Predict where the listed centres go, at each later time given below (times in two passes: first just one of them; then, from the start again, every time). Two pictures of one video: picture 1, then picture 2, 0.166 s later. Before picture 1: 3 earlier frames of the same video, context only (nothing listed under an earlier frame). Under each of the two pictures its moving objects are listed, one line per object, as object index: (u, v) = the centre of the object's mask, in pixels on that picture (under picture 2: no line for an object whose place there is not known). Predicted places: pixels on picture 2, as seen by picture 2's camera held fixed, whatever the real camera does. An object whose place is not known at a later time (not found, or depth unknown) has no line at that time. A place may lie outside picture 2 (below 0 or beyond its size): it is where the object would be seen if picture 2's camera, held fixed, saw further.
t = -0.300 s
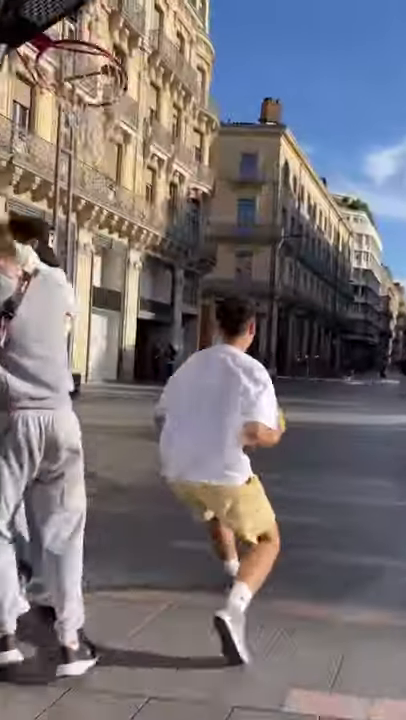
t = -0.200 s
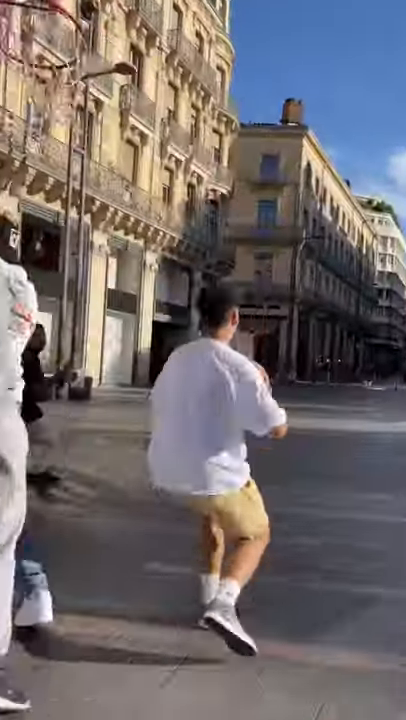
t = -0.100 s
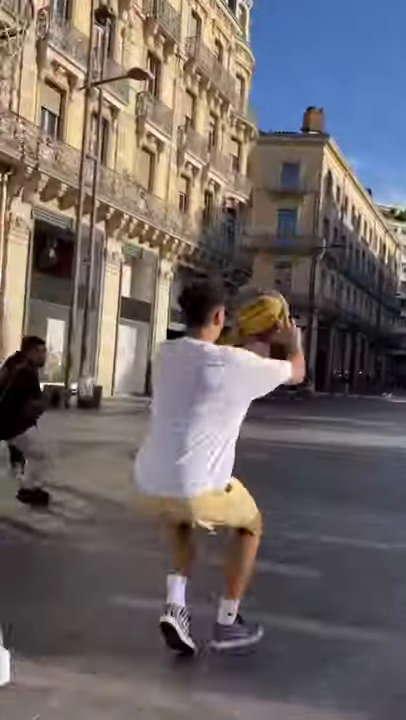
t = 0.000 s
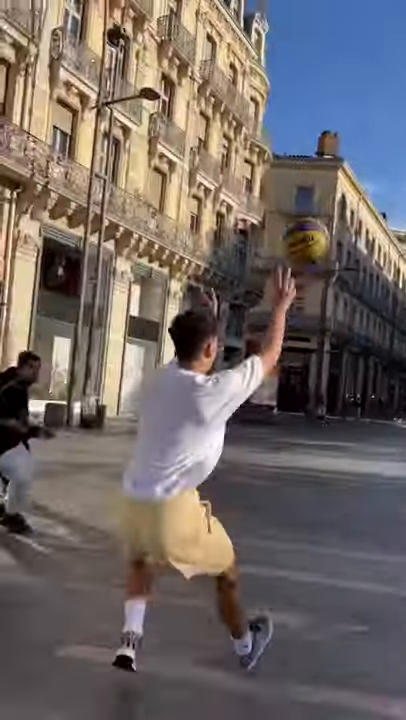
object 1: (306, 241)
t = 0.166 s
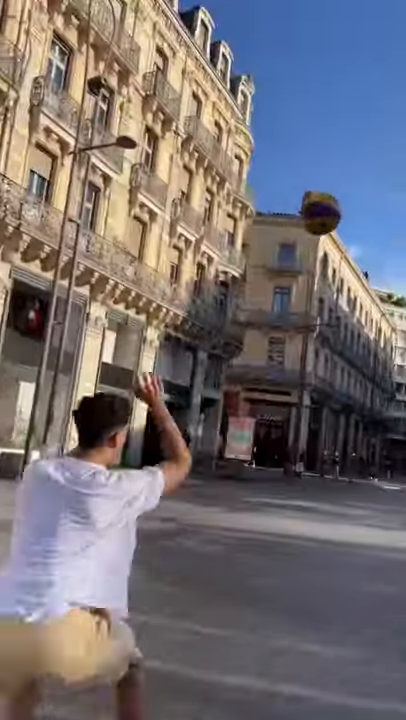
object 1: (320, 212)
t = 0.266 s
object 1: (331, 195)
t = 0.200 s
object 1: (324, 206)
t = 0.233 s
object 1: (323, 199)
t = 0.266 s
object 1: (331, 195)
